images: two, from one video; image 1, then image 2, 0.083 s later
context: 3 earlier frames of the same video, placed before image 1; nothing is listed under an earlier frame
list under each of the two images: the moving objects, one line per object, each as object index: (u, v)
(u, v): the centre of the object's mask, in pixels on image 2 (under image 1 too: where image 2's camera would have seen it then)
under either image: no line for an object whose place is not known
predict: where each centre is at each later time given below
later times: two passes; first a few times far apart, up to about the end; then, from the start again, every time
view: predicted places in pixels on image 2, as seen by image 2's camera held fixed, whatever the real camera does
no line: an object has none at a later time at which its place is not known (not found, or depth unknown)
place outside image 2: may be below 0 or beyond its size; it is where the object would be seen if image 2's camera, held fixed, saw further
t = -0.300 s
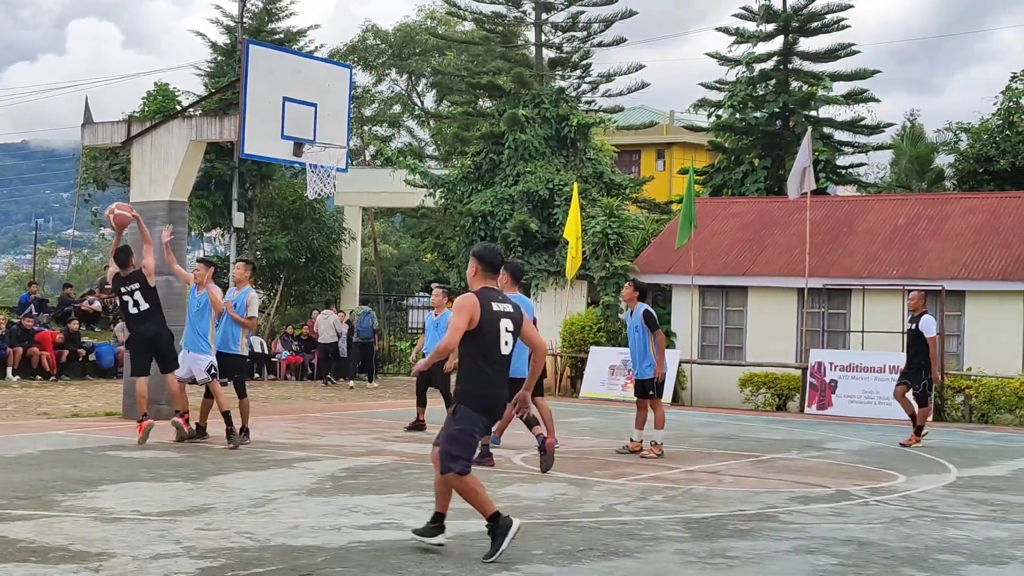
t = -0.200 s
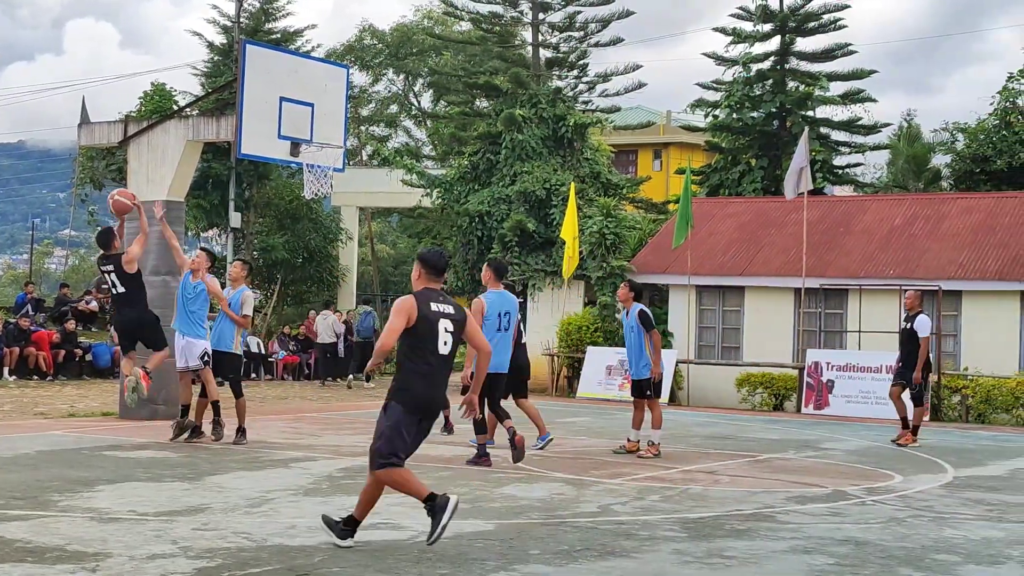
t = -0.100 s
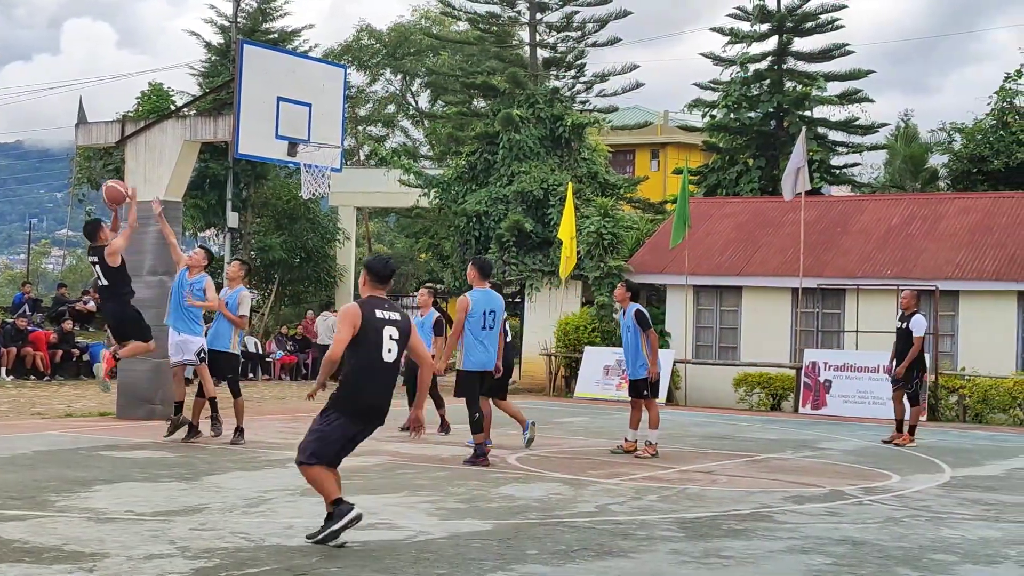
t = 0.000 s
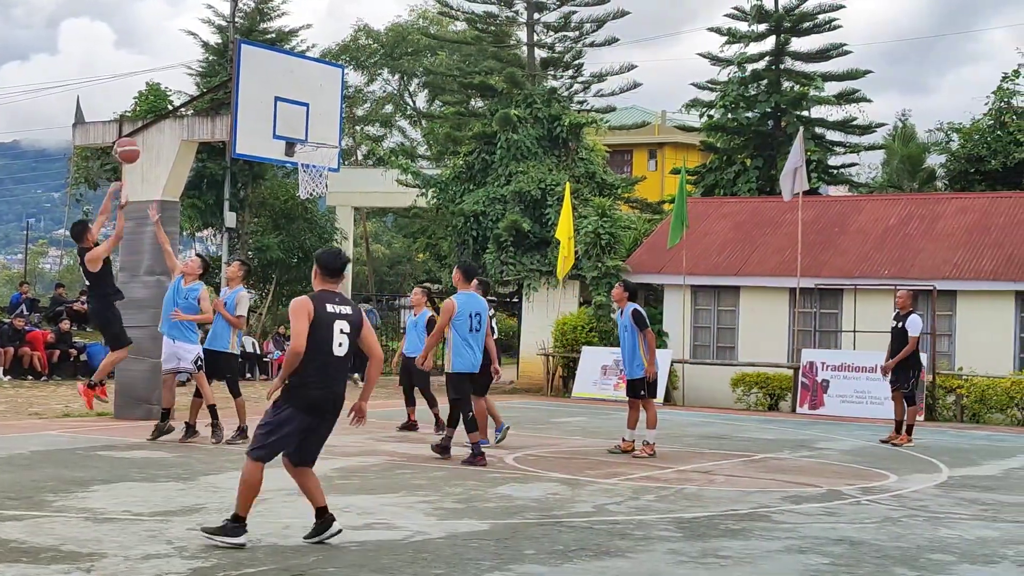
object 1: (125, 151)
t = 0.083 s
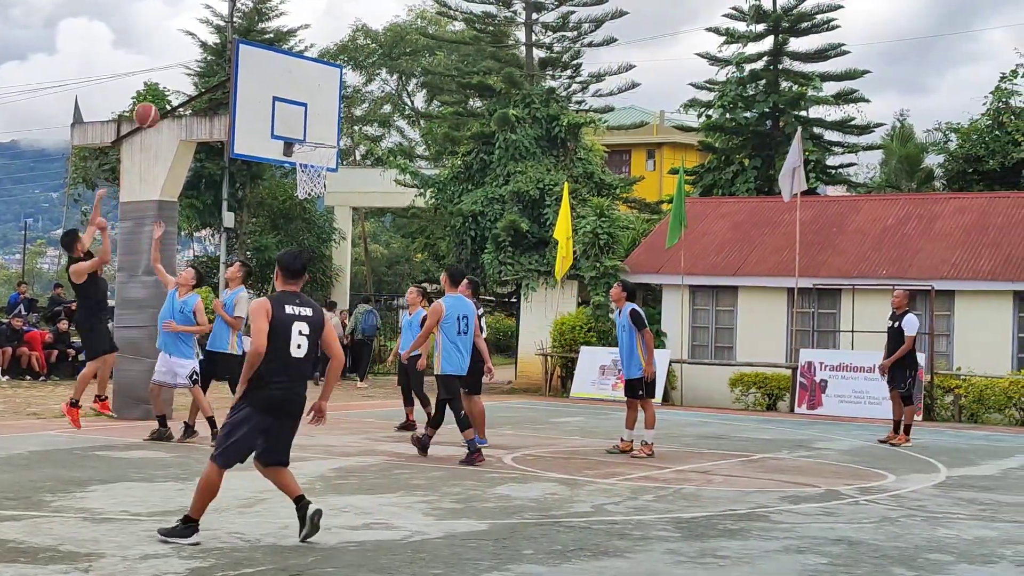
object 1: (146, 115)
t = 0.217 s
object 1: (179, 76)
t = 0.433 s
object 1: (226, 54)
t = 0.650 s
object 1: (266, 73)
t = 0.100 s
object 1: (150, 109)
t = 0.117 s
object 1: (154, 104)
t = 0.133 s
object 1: (159, 99)
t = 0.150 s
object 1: (163, 94)
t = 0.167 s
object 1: (167, 89)
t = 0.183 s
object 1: (171, 84)
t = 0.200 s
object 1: (175, 80)
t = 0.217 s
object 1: (179, 76)
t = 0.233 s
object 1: (182, 73)
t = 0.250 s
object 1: (187, 70)
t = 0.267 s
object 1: (190, 67)
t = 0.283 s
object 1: (194, 64)
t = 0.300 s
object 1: (197, 62)
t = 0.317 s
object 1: (201, 60)
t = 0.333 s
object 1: (205, 58)
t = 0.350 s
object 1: (208, 57)
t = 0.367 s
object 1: (213, 56)
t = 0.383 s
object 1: (216, 55)
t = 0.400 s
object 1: (220, 54)
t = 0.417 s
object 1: (224, 54)
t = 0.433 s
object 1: (226, 54)
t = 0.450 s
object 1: (230, 53)
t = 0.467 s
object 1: (233, 54)
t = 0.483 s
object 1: (236, 54)
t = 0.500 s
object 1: (240, 55)
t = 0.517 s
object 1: (242, 56)
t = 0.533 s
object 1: (244, 57)
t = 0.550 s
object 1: (247, 59)
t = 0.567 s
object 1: (251, 60)
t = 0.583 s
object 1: (254, 62)
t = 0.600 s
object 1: (257, 64)
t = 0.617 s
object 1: (260, 67)
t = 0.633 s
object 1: (263, 70)
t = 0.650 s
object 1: (266, 73)
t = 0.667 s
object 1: (269, 76)
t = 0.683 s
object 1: (272, 80)
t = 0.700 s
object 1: (275, 83)
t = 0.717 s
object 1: (278, 87)
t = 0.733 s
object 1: (280, 92)
